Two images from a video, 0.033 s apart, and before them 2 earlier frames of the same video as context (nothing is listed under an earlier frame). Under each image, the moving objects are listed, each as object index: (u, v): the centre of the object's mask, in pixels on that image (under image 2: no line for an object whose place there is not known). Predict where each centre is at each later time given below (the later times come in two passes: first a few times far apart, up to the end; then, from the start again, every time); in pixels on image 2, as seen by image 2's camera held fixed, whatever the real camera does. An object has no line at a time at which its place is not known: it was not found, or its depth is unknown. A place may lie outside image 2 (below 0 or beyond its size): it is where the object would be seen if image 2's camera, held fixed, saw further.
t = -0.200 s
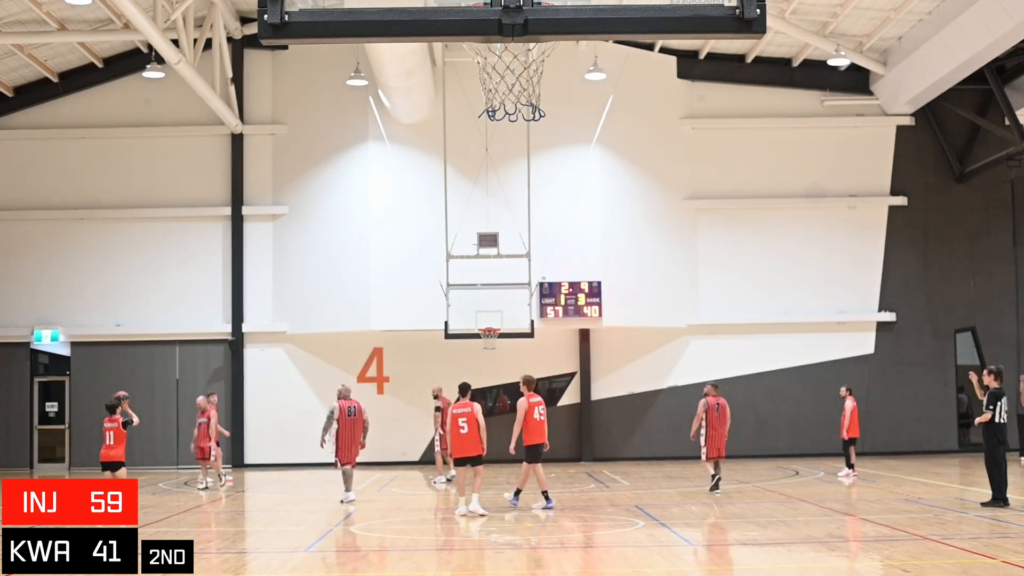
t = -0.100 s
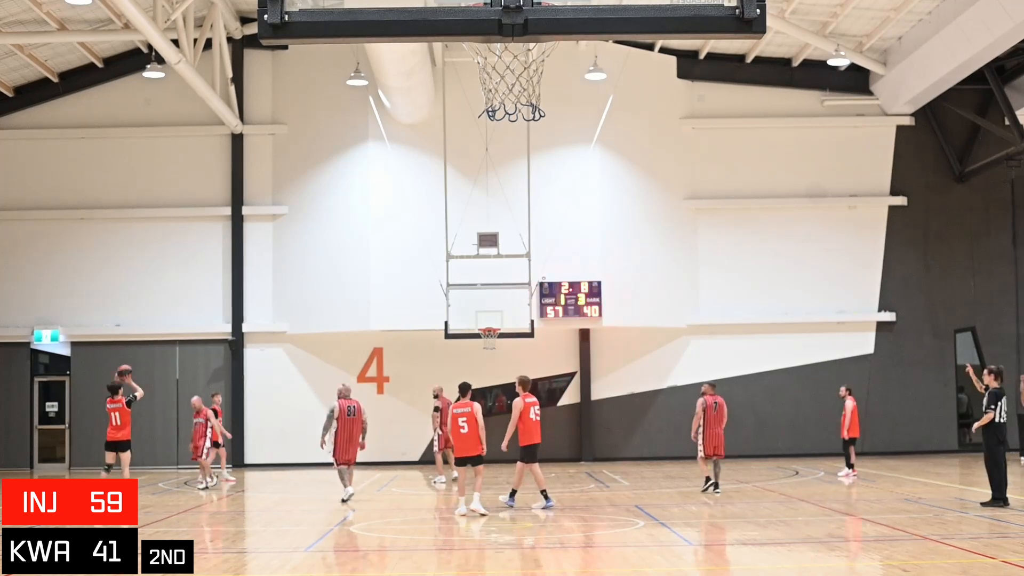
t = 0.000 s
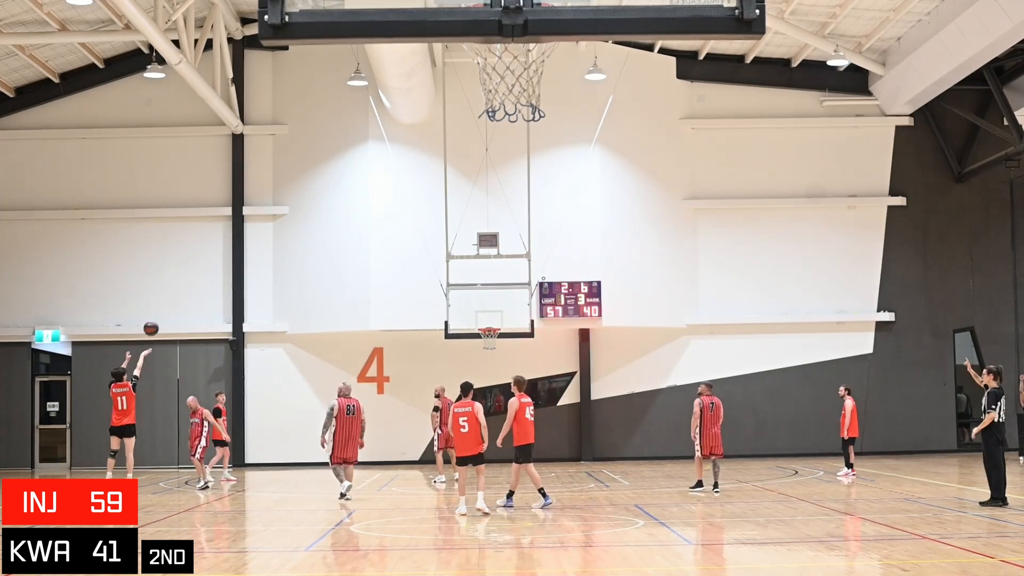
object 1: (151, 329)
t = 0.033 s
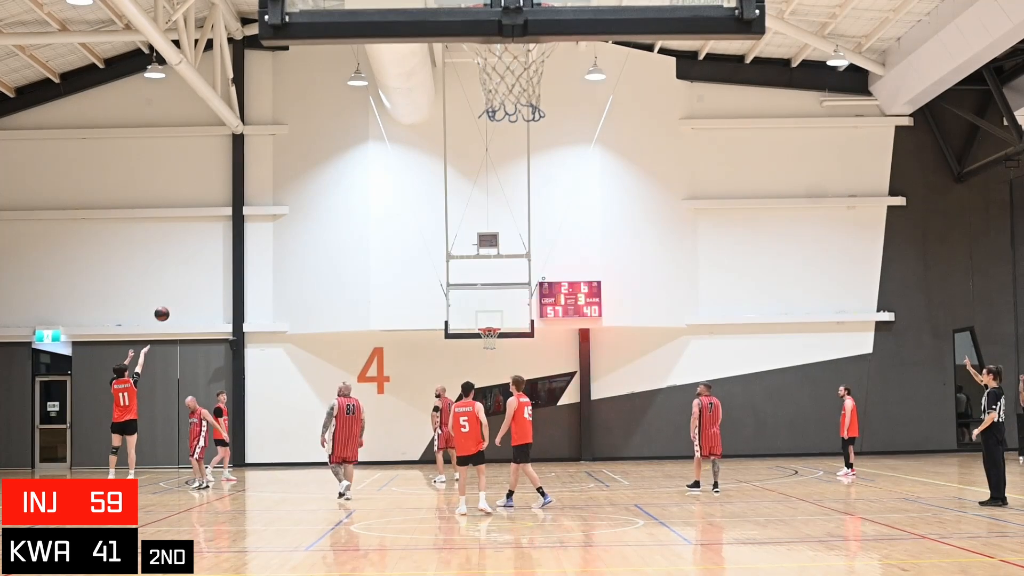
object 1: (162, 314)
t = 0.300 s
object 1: (240, 229)
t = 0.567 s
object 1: (308, 192)
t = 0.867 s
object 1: (376, 198)
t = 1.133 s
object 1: (431, 238)
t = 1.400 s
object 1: (481, 308)
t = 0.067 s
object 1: (172, 300)
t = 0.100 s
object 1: (182, 288)
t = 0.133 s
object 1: (192, 276)
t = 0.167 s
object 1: (202, 265)
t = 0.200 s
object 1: (211, 255)
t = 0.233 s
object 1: (221, 246)
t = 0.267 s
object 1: (231, 237)
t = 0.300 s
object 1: (240, 229)
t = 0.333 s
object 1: (248, 222)
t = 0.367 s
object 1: (257, 216)
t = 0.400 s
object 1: (266, 211)
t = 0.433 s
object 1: (275, 205)
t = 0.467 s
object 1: (283, 201)
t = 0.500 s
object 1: (291, 198)
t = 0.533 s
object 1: (300, 195)
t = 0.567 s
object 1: (308, 192)
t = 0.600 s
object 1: (316, 190)
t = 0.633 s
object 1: (324, 189)
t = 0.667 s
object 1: (331, 189)
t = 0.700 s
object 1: (339, 189)
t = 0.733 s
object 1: (347, 189)
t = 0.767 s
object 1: (354, 191)
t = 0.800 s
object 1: (361, 192)
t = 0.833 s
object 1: (369, 195)
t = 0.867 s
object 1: (376, 198)
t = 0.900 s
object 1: (383, 201)
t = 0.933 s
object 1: (390, 205)
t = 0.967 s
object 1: (397, 209)
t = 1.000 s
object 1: (404, 214)
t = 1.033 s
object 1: (411, 219)
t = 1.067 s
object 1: (418, 225)
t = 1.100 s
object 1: (424, 231)
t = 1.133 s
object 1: (431, 238)
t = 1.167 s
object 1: (437, 246)
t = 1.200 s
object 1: (444, 253)
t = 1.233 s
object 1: (450, 261)
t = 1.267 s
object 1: (457, 270)
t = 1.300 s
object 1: (463, 279)
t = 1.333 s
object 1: (469, 288)
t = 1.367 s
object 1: (475, 298)
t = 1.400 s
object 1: (481, 308)
